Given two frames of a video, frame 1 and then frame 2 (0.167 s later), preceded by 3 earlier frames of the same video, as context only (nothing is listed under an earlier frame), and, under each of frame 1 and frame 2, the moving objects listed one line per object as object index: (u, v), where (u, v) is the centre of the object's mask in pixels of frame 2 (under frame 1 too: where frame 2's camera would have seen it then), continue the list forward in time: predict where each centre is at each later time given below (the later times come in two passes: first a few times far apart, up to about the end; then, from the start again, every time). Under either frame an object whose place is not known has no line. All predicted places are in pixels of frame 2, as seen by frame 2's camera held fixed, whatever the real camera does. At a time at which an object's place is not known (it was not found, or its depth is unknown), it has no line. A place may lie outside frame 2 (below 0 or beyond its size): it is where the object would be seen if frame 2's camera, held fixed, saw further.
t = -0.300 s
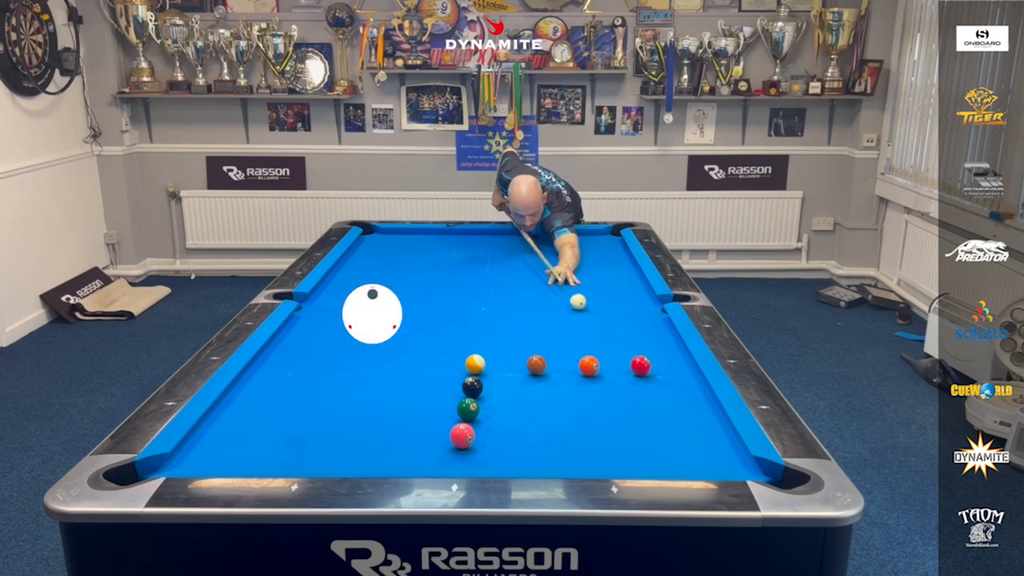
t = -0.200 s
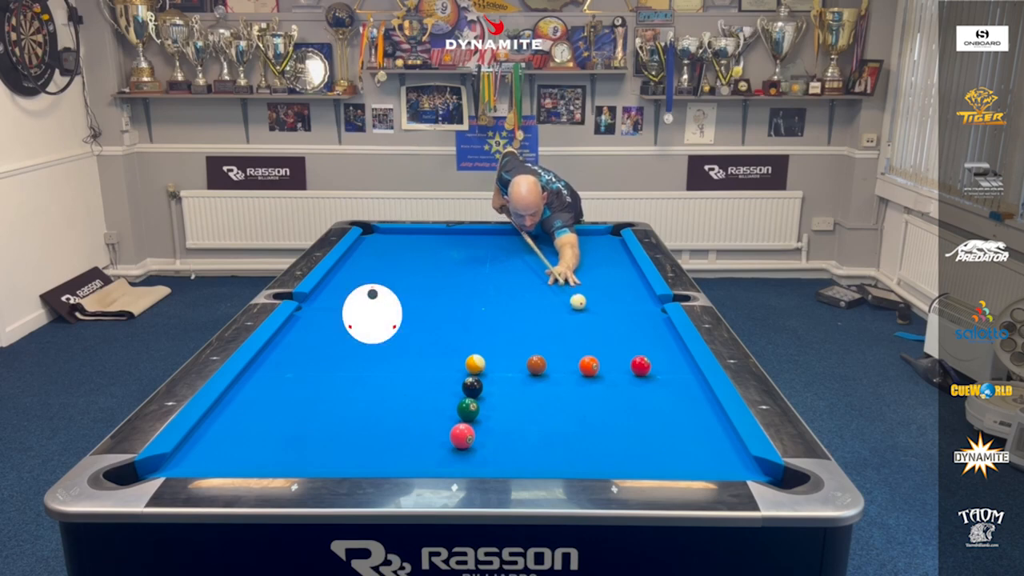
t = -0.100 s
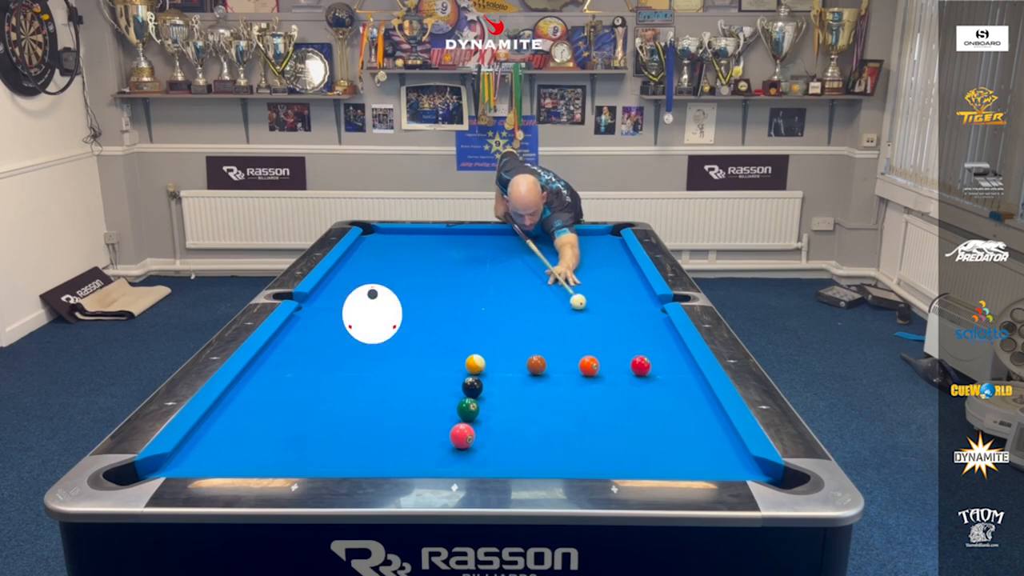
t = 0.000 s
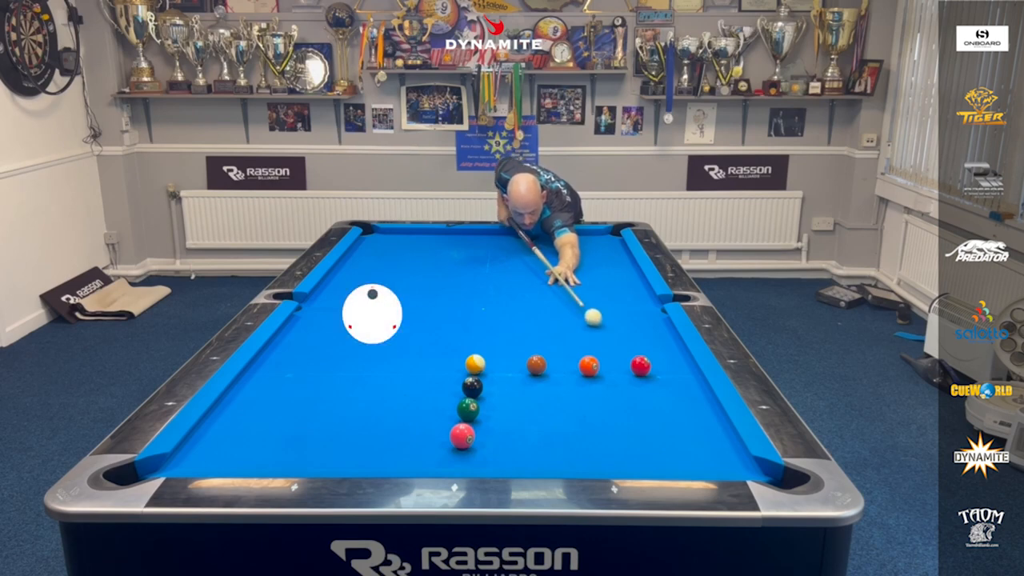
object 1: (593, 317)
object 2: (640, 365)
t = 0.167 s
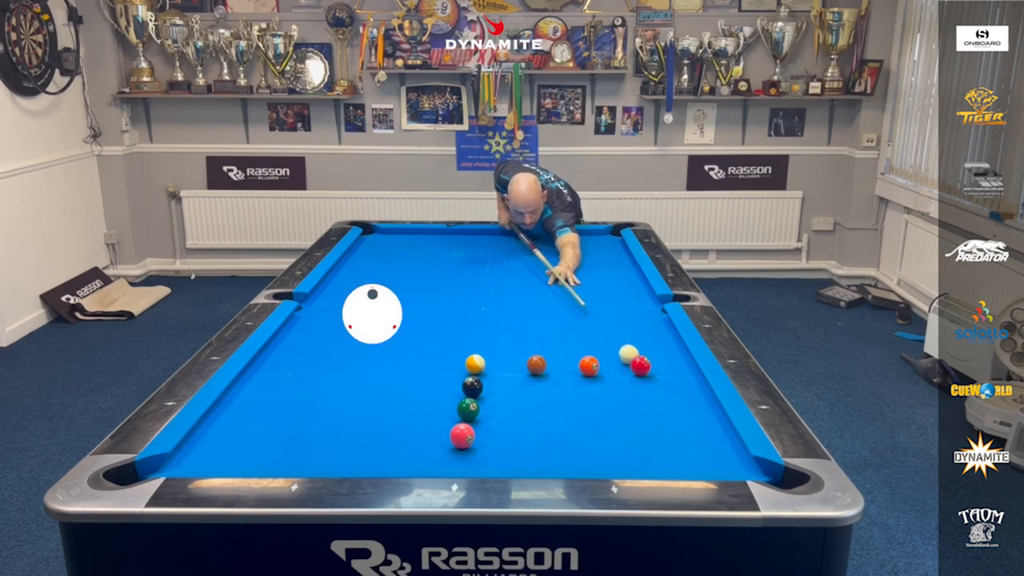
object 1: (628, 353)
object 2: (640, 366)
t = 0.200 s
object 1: (631, 358)
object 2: (645, 370)
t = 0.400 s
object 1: (632, 365)
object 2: (705, 424)
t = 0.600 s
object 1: (641, 380)
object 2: (744, 468)
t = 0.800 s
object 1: (650, 395)
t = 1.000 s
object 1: (660, 412)
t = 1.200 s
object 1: (671, 430)
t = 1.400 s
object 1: (683, 448)
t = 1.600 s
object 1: (695, 463)
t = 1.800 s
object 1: (693, 457)
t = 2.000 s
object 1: (691, 448)
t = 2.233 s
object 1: (689, 439)
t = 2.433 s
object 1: (687, 431)
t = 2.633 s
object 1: (686, 425)
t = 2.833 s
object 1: (684, 419)
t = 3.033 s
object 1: (683, 415)
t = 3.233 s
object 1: (682, 410)
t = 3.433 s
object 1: (682, 407)
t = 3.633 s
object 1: (680, 403)
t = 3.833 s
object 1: (679, 401)
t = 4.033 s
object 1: (677, 399)
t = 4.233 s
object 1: (677, 397)
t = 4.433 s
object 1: (677, 396)
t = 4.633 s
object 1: (677, 396)
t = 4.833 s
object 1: (677, 396)
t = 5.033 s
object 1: (677, 396)
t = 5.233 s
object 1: (677, 396)
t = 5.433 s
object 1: (677, 396)
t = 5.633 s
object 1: (677, 396)
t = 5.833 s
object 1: (677, 396)
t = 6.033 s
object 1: (677, 396)
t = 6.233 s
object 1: (677, 396)
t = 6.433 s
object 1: (677, 396)
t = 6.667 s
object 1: (677, 396)
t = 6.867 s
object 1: (677, 396)
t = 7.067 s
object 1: (677, 396)
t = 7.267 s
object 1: (677, 396)
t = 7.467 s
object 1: (677, 396)
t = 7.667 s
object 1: (677, 396)
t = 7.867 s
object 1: (677, 396)
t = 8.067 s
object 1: (677, 396)
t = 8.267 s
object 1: (677, 396)
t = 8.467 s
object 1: (677, 396)
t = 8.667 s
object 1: (677, 396)
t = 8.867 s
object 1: (677, 396)
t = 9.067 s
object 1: (677, 396)
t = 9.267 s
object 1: (677, 396)
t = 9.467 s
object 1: (677, 396)
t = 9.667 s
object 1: (677, 396)
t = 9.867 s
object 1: (677, 396)
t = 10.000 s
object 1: (677, 396)
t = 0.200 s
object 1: (631, 358)
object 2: (645, 370)
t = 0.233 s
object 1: (632, 359)
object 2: (654, 378)
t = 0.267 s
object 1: (631, 360)
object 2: (664, 387)
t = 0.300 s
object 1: (631, 361)
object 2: (674, 396)
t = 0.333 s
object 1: (631, 362)
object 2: (684, 405)
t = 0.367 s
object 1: (632, 363)
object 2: (695, 414)
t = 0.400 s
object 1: (632, 365)
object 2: (705, 424)
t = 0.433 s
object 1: (633, 367)
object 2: (715, 433)
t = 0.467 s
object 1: (635, 370)
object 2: (726, 442)
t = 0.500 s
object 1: (636, 372)
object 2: (735, 452)
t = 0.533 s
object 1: (638, 375)
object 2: (736, 459)
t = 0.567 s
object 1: (639, 377)
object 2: (738, 465)
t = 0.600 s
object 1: (641, 380)
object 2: (744, 468)
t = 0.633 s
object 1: (642, 382)
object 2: (755, 468)
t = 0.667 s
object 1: (644, 385)
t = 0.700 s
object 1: (645, 387)
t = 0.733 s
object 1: (647, 390)
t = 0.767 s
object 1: (648, 393)
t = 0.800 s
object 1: (650, 395)
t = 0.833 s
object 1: (652, 398)
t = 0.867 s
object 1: (653, 401)
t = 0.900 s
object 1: (655, 403)
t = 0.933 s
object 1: (657, 406)
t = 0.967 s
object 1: (659, 409)
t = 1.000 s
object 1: (660, 412)
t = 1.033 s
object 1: (662, 415)
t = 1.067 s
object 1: (664, 418)
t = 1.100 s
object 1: (666, 420)
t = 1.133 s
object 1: (667, 424)
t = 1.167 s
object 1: (669, 427)
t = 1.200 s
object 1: (671, 430)
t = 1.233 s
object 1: (673, 433)
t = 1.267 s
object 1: (675, 436)
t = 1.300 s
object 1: (677, 439)
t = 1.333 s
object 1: (679, 442)
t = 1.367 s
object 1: (681, 445)
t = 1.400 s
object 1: (683, 448)
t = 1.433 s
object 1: (685, 451)
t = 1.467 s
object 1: (687, 454)
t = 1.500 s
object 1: (689, 457)
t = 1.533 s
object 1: (691, 460)
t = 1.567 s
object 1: (693, 462)
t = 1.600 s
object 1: (695, 463)
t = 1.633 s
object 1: (696, 463)
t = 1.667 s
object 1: (695, 462)
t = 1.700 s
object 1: (695, 461)
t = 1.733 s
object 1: (694, 460)
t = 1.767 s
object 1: (694, 458)
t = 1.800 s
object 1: (693, 457)
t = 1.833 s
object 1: (693, 456)
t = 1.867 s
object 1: (692, 455)
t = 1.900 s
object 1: (692, 453)
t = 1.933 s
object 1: (692, 452)
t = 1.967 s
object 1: (691, 450)
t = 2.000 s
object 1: (691, 448)
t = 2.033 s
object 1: (690, 447)
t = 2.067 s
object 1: (690, 446)
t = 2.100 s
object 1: (690, 444)
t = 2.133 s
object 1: (689, 443)
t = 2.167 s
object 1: (689, 441)
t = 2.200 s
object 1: (689, 440)
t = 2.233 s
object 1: (689, 439)
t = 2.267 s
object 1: (688, 437)
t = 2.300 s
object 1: (688, 436)
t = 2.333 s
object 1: (688, 435)
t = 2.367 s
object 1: (688, 434)
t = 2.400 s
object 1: (687, 432)
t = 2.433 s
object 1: (687, 431)
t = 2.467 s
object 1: (687, 430)
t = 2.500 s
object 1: (686, 429)
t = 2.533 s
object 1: (686, 428)
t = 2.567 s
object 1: (686, 427)
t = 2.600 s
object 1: (686, 426)
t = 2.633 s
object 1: (686, 425)
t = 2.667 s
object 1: (685, 424)
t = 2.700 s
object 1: (685, 423)
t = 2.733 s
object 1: (685, 422)
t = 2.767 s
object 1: (685, 421)
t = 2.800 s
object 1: (685, 420)
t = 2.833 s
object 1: (684, 419)
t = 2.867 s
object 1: (684, 419)
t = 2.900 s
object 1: (684, 418)
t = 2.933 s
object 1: (684, 417)
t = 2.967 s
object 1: (683, 416)
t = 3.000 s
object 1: (683, 415)
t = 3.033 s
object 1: (683, 415)
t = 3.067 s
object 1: (683, 414)
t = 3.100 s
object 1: (683, 413)
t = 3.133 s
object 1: (683, 412)
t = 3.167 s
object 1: (683, 412)
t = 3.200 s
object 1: (683, 411)
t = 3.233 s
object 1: (682, 410)
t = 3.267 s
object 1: (682, 410)
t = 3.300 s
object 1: (682, 409)
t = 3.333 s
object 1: (682, 409)
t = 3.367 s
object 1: (682, 408)
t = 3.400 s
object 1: (682, 407)
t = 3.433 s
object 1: (682, 407)
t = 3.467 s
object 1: (682, 406)
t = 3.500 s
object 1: (681, 405)
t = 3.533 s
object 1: (681, 405)
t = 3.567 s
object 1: (681, 405)
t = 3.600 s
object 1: (681, 404)
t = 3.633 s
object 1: (680, 403)
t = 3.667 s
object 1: (680, 403)
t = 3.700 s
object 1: (680, 402)
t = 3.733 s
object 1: (680, 402)
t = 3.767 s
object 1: (679, 402)
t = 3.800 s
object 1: (679, 401)
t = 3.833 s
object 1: (679, 401)
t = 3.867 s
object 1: (678, 400)
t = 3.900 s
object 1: (678, 400)
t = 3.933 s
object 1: (678, 400)
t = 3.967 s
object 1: (678, 399)
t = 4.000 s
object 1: (677, 399)
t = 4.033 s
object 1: (677, 399)
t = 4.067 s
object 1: (677, 398)
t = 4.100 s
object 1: (677, 398)
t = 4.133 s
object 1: (677, 398)
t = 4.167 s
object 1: (677, 398)
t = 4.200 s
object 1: (677, 398)
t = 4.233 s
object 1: (677, 397)
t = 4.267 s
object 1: (677, 397)
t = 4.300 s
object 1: (677, 397)
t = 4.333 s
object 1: (677, 397)
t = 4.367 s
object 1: (677, 397)
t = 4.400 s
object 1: (676, 396)
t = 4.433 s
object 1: (677, 396)
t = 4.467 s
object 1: (677, 396)
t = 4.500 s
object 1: (677, 396)
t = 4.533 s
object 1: (677, 396)
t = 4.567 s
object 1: (677, 396)
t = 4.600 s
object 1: (677, 396)
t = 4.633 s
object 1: (677, 396)
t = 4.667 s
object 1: (677, 396)
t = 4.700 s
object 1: (677, 396)
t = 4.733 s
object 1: (677, 396)
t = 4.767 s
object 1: (677, 396)
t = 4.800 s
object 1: (677, 396)
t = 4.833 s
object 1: (677, 396)
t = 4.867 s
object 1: (677, 396)
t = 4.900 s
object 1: (677, 396)
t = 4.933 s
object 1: (677, 396)
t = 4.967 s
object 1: (677, 396)
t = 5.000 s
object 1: (677, 396)
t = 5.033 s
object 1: (677, 396)
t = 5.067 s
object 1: (677, 396)
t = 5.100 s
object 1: (677, 396)
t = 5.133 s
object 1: (677, 396)
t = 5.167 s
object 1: (677, 396)
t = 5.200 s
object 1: (677, 396)
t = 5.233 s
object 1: (677, 396)
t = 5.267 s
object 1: (677, 396)
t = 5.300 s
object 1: (677, 396)
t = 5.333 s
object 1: (677, 396)
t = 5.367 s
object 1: (677, 396)
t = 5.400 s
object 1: (677, 396)
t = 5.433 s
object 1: (677, 396)
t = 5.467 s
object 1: (677, 396)
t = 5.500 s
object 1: (677, 396)
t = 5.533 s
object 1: (677, 396)
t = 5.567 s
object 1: (677, 396)
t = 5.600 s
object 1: (677, 396)
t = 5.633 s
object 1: (677, 396)
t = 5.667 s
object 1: (677, 396)
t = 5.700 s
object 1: (677, 396)
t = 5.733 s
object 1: (677, 396)
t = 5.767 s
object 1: (677, 396)
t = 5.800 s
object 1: (677, 396)
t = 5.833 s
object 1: (677, 396)
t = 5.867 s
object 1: (677, 396)
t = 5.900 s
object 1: (677, 396)
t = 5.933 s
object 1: (677, 396)
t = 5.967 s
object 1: (677, 396)
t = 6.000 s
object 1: (677, 396)
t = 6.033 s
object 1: (677, 396)
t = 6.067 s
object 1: (677, 396)
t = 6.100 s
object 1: (677, 396)
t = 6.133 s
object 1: (677, 396)
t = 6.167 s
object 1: (677, 396)
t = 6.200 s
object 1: (677, 396)
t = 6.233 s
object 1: (677, 396)
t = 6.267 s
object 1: (677, 396)
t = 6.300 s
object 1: (677, 396)
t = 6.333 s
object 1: (677, 396)
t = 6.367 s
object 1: (677, 396)
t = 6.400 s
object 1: (677, 396)
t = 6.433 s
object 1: (677, 396)
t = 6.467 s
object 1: (677, 396)
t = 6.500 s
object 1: (677, 396)
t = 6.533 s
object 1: (677, 396)
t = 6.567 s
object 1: (677, 396)
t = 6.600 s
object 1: (677, 396)
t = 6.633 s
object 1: (677, 396)
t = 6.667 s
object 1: (677, 396)
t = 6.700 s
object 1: (677, 396)
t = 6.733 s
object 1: (677, 396)
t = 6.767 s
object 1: (677, 396)
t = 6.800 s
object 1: (677, 396)
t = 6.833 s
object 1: (677, 396)
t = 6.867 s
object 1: (677, 396)
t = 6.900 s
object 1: (677, 396)
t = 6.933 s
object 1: (677, 396)
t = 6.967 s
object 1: (677, 396)
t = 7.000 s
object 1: (677, 396)
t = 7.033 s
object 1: (677, 396)
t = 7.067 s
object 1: (677, 396)
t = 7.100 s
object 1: (677, 396)
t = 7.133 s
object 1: (677, 396)
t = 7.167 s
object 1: (677, 396)
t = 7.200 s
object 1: (677, 396)
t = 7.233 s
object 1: (677, 396)
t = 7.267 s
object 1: (677, 396)
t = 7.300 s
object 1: (677, 396)
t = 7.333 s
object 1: (677, 396)
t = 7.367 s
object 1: (677, 396)
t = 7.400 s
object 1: (677, 396)
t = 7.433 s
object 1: (677, 396)
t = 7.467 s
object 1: (677, 396)
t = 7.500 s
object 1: (677, 396)
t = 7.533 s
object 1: (677, 396)
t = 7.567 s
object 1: (677, 396)
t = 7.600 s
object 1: (677, 396)
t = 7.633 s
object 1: (677, 396)
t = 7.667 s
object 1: (677, 396)
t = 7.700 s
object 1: (677, 396)
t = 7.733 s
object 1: (677, 396)
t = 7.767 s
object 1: (677, 396)
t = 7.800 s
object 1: (677, 396)
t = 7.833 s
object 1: (677, 396)
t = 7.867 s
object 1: (677, 396)
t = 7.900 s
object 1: (677, 396)
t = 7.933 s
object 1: (677, 396)
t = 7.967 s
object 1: (677, 396)
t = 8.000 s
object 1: (677, 396)
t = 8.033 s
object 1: (677, 396)
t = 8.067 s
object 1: (677, 396)
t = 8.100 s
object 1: (677, 396)
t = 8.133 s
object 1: (677, 396)
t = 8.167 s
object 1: (677, 396)
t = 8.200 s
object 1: (677, 396)
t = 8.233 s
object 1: (677, 396)
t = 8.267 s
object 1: (677, 396)
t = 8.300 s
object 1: (677, 396)
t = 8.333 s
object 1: (677, 396)
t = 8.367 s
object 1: (677, 396)
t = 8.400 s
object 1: (677, 396)
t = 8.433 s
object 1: (677, 396)
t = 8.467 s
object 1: (677, 396)
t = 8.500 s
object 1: (677, 396)
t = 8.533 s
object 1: (677, 396)
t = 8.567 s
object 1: (677, 396)
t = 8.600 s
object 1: (677, 396)
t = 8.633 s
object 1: (677, 396)
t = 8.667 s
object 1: (677, 396)
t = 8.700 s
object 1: (677, 396)
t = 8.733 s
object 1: (677, 396)
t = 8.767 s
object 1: (677, 396)
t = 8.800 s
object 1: (677, 396)
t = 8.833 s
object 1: (677, 396)
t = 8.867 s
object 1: (677, 396)
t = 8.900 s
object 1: (677, 396)
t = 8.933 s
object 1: (677, 396)
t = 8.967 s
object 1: (677, 396)
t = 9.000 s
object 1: (677, 396)
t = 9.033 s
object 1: (677, 396)
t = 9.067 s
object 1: (677, 396)
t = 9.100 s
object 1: (677, 396)
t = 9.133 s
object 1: (677, 396)
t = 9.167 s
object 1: (677, 396)
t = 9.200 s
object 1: (677, 396)
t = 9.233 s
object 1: (677, 396)
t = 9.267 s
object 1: (677, 396)
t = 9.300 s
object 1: (677, 396)
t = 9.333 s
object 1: (677, 396)
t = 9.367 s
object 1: (677, 396)
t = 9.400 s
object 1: (677, 396)
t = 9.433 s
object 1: (677, 396)
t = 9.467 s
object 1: (677, 396)
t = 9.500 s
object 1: (677, 396)
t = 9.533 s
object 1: (677, 396)
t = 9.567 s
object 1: (677, 396)
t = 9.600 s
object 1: (677, 396)
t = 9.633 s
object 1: (677, 396)
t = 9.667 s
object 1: (677, 396)
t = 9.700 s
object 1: (677, 396)
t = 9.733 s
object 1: (677, 396)
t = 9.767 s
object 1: (677, 396)
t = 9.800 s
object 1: (677, 396)
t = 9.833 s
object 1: (677, 396)
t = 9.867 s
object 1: (677, 396)
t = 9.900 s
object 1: (677, 396)
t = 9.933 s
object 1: (677, 396)
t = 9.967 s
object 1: (677, 396)
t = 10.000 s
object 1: (677, 396)
